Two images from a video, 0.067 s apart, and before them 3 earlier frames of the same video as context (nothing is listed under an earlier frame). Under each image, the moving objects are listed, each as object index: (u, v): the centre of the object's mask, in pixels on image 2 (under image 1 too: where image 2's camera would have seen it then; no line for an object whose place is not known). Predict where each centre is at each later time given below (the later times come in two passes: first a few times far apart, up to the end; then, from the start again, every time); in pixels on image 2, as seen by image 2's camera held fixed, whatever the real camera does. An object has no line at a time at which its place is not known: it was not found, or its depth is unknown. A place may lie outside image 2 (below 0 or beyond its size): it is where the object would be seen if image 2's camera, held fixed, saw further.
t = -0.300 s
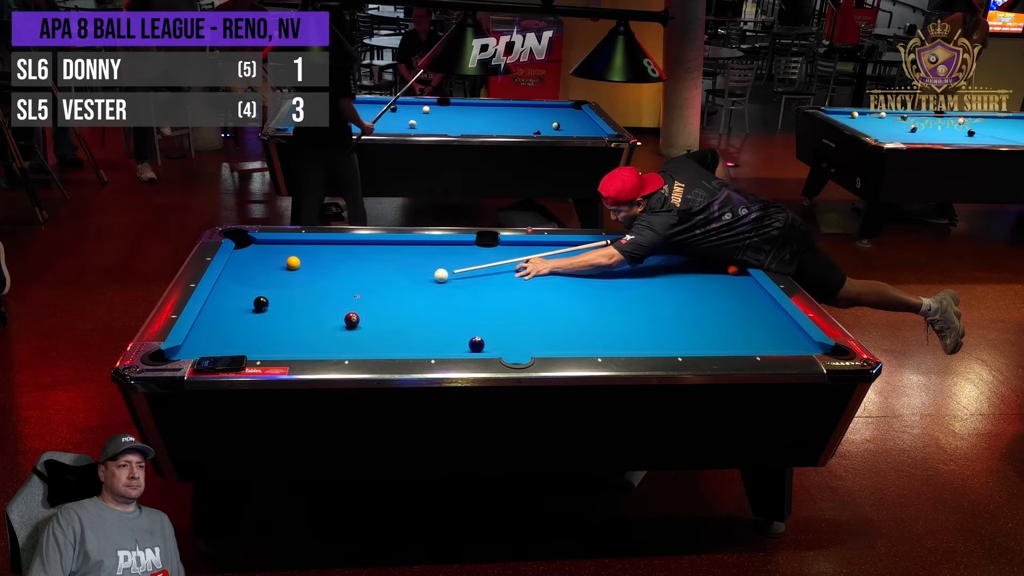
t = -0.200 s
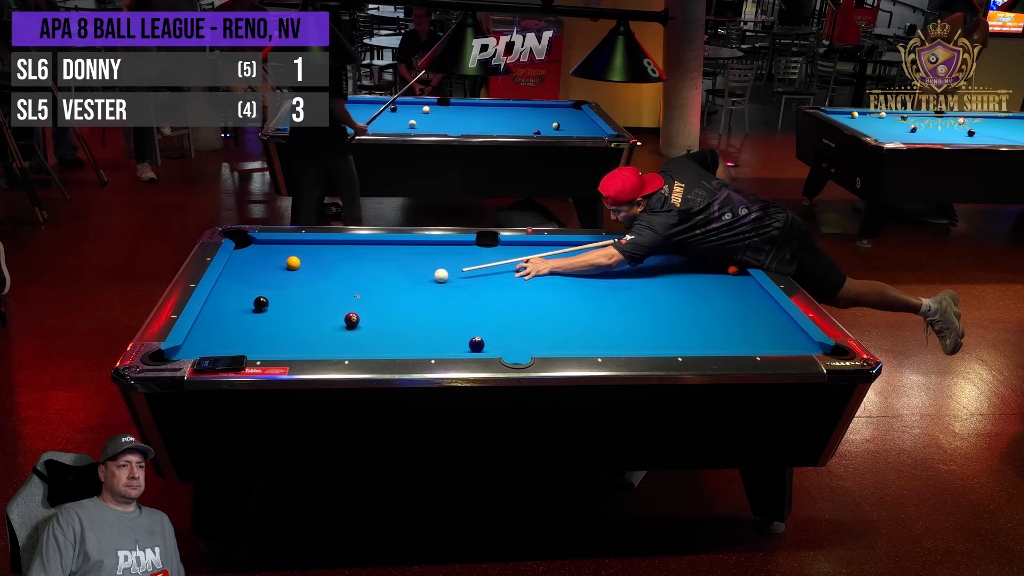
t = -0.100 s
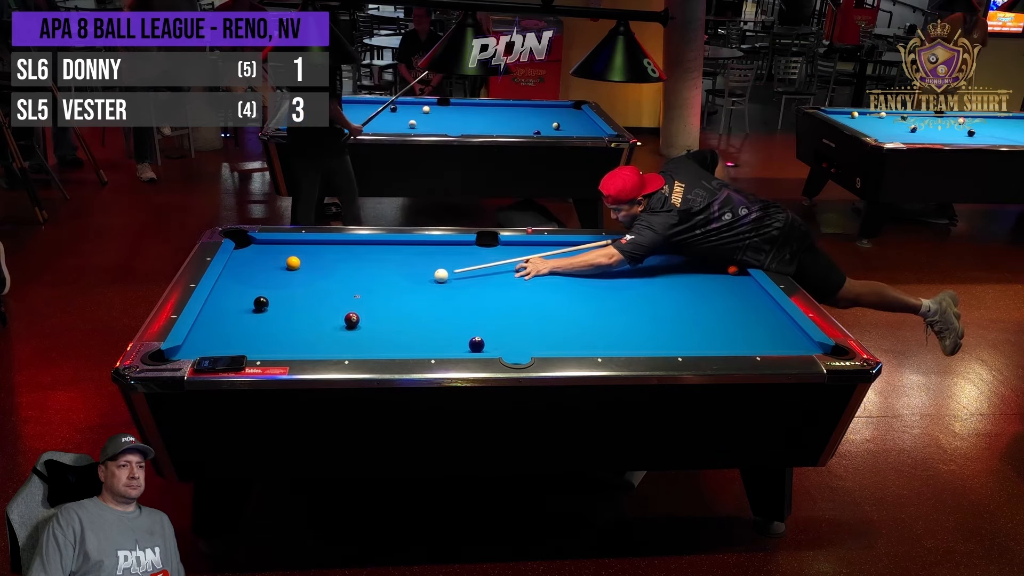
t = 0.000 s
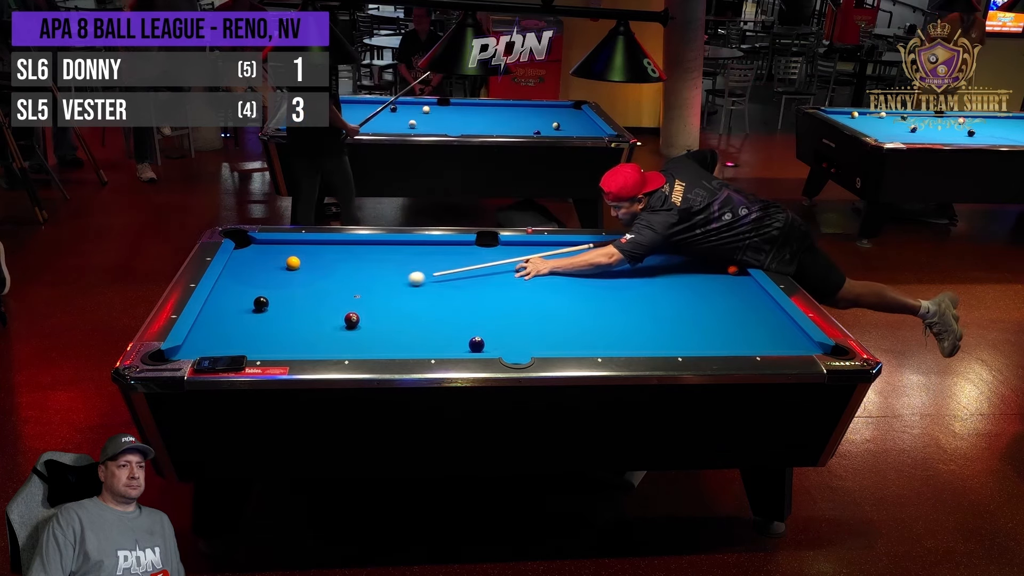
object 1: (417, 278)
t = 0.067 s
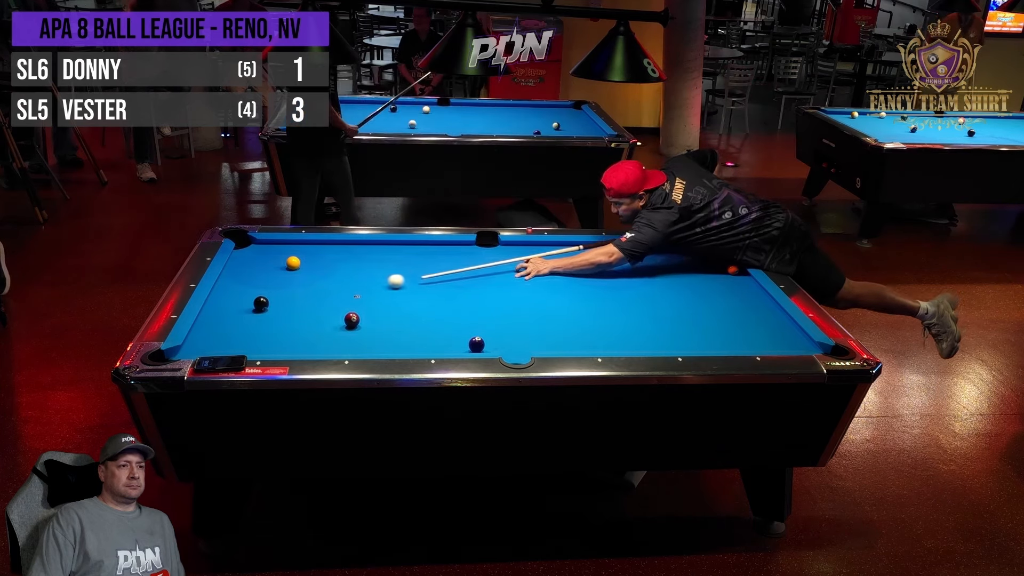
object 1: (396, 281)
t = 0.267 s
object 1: (336, 289)
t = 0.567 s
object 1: (250, 295)
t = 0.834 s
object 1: (235, 292)
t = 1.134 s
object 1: (273, 289)
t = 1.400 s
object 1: (304, 286)
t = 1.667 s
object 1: (333, 284)
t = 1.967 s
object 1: (364, 281)
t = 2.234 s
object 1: (389, 279)
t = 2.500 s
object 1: (412, 277)
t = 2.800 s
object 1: (436, 275)
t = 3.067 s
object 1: (456, 273)
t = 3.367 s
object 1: (476, 270)
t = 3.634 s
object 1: (492, 269)
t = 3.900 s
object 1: (507, 268)
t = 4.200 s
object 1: (522, 266)
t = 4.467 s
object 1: (534, 265)
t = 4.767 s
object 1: (546, 264)
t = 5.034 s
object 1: (555, 264)
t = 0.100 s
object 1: (386, 282)
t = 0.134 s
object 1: (376, 284)
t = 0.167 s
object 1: (366, 285)
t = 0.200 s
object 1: (356, 286)
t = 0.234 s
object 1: (346, 288)
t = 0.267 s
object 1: (336, 289)
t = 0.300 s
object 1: (326, 290)
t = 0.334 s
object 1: (315, 291)
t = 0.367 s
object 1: (305, 293)
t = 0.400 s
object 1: (295, 294)
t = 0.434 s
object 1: (284, 296)
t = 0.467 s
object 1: (274, 297)
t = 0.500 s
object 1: (265, 296)
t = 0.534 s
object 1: (258, 294)
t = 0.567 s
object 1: (250, 295)
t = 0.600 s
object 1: (242, 295)
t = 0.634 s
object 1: (234, 295)
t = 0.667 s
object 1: (226, 294)
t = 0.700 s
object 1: (218, 294)
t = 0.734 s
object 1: (221, 293)
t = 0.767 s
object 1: (226, 293)
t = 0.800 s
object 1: (231, 292)
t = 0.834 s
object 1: (235, 292)
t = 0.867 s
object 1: (240, 292)
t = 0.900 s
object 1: (244, 291)
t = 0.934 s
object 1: (248, 291)
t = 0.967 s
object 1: (253, 291)
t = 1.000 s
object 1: (257, 290)
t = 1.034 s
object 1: (261, 290)
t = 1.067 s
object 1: (265, 290)
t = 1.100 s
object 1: (269, 289)
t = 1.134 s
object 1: (273, 289)
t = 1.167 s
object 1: (277, 288)
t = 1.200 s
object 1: (281, 288)
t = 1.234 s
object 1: (285, 288)
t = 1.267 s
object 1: (289, 287)
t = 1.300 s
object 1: (293, 287)
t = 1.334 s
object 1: (297, 287)
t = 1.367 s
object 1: (301, 286)
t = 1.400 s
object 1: (304, 286)
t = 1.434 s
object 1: (308, 286)
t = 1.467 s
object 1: (312, 286)
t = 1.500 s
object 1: (316, 285)
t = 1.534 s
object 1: (319, 285)
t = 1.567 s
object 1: (323, 284)
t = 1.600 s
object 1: (326, 284)
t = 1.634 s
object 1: (330, 284)
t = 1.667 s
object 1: (333, 284)
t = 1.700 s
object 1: (337, 283)
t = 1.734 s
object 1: (340, 283)
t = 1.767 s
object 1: (344, 283)
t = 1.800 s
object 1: (347, 283)
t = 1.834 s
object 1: (351, 282)
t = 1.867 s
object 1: (354, 282)
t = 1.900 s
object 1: (357, 282)
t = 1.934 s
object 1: (361, 282)
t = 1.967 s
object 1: (364, 281)
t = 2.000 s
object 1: (367, 281)
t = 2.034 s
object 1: (370, 281)
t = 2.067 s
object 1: (374, 280)
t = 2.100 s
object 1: (377, 280)
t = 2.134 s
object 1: (380, 279)
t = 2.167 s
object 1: (383, 279)
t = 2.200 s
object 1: (386, 279)
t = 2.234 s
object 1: (389, 279)
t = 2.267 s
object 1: (392, 278)
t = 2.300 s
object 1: (395, 278)
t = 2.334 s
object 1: (398, 278)
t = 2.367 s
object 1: (401, 278)
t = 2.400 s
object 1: (404, 277)
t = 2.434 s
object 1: (407, 277)
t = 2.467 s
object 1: (410, 277)
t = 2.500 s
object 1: (412, 277)
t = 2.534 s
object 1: (415, 277)
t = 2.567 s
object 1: (418, 276)
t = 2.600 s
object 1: (421, 276)
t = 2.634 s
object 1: (423, 276)
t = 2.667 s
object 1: (426, 276)
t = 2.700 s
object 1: (429, 275)
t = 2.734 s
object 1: (431, 275)
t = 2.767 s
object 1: (434, 275)
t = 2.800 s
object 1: (436, 275)
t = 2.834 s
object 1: (439, 274)
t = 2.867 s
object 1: (441, 274)
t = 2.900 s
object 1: (444, 274)
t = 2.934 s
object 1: (446, 273)
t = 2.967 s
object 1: (449, 273)
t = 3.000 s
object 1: (451, 273)
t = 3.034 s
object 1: (453, 273)
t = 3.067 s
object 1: (456, 273)
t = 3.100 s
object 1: (458, 273)
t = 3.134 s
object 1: (460, 272)
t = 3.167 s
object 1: (463, 272)
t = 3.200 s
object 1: (465, 272)
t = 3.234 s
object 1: (467, 272)
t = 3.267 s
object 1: (469, 271)
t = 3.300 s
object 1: (472, 271)
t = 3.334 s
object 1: (474, 271)
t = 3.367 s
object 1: (476, 270)
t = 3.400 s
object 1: (478, 270)
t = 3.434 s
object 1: (480, 270)
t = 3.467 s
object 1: (482, 270)
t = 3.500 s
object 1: (484, 270)
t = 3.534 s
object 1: (486, 270)
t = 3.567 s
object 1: (488, 269)
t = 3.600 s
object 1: (490, 269)
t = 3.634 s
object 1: (492, 269)
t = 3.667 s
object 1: (494, 269)
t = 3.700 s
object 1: (496, 269)
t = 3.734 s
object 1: (498, 268)
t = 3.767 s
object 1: (500, 268)
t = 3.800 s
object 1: (501, 268)
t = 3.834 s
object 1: (503, 268)
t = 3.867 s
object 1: (505, 268)
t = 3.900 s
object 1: (507, 268)
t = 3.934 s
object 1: (509, 267)
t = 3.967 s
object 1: (510, 267)
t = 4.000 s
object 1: (512, 267)
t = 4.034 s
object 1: (514, 267)
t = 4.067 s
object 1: (515, 267)
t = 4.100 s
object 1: (517, 267)
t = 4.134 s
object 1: (519, 267)
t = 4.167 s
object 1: (520, 266)
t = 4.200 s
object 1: (522, 266)
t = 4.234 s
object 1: (523, 266)
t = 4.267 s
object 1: (525, 266)
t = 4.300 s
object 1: (526, 266)
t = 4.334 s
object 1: (528, 266)
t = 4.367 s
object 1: (530, 266)
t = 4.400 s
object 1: (531, 266)
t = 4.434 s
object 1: (533, 265)
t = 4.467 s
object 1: (534, 265)
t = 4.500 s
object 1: (535, 265)
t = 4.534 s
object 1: (537, 265)
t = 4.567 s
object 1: (538, 265)
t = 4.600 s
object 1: (540, 265)
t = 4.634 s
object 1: (541, 265)
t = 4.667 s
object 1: (542, 265)
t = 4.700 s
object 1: (544, 265)
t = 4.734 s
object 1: (545, 264)
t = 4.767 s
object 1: (546, 264)
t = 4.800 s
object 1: (547, 264)
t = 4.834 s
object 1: (548, 264)
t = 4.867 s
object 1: (550, 264)
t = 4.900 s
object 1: (551, 264)
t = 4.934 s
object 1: (552, 264)
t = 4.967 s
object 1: (553, 264)
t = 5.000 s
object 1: (554, 264)
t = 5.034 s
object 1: (555, 264)
